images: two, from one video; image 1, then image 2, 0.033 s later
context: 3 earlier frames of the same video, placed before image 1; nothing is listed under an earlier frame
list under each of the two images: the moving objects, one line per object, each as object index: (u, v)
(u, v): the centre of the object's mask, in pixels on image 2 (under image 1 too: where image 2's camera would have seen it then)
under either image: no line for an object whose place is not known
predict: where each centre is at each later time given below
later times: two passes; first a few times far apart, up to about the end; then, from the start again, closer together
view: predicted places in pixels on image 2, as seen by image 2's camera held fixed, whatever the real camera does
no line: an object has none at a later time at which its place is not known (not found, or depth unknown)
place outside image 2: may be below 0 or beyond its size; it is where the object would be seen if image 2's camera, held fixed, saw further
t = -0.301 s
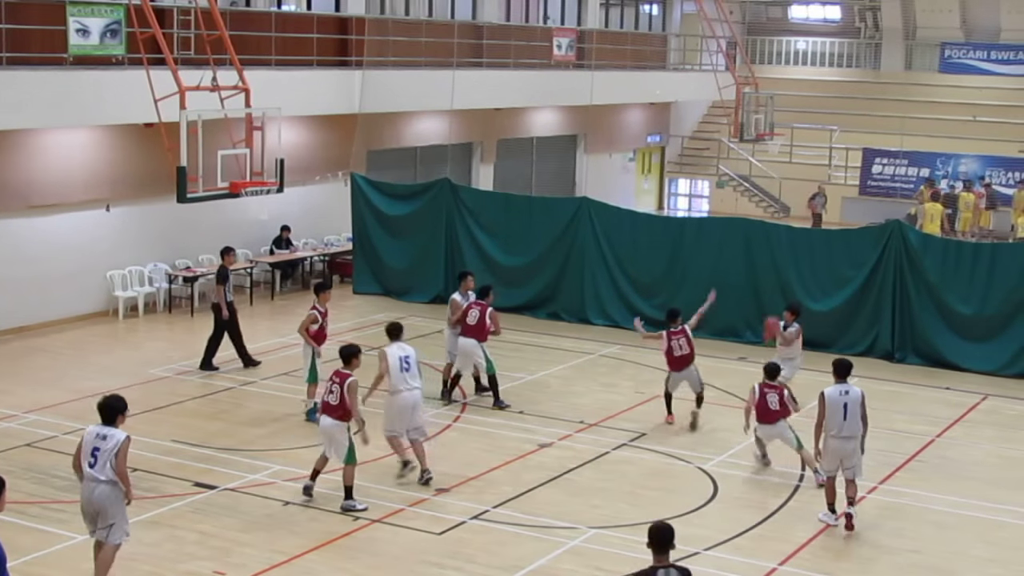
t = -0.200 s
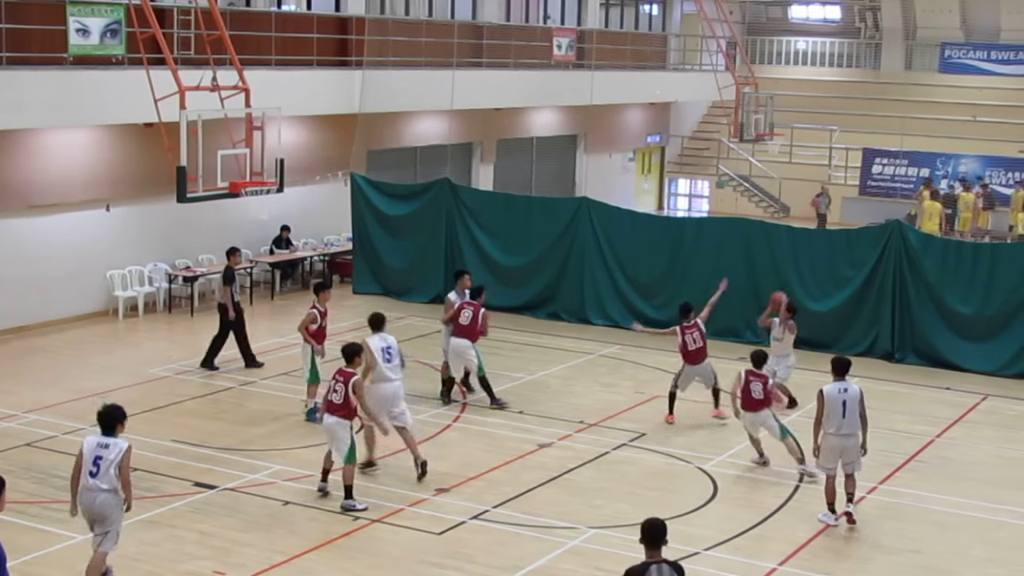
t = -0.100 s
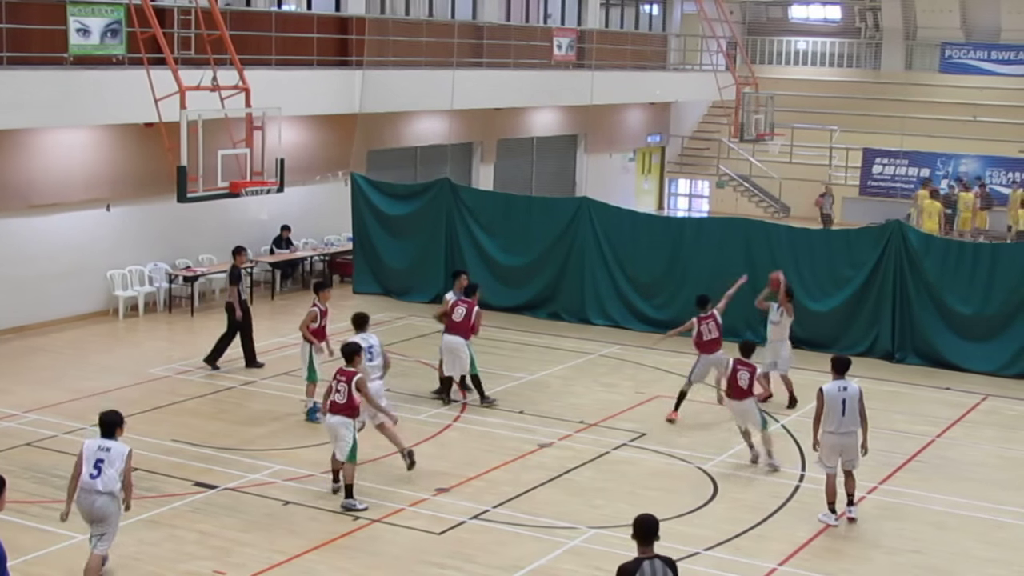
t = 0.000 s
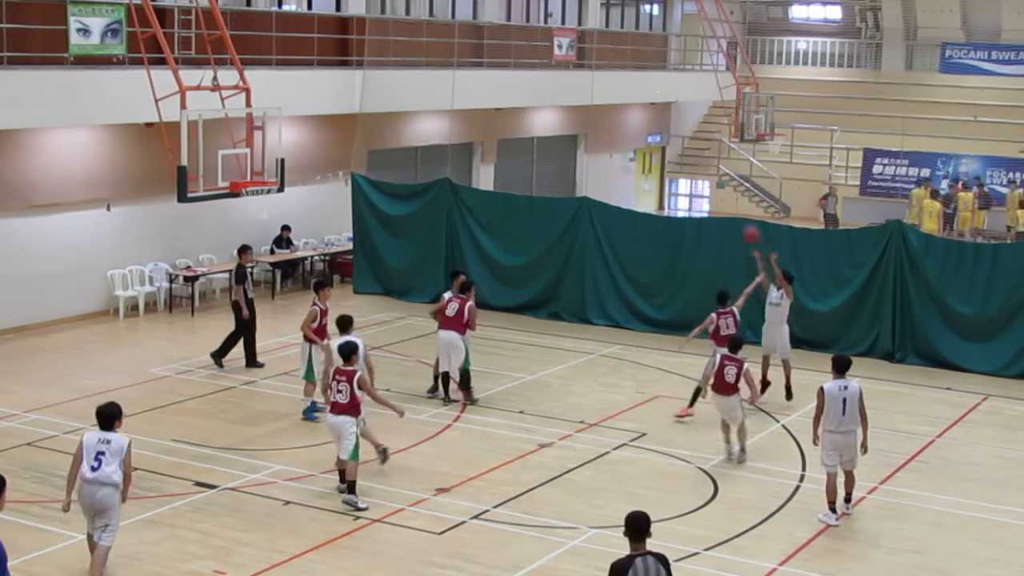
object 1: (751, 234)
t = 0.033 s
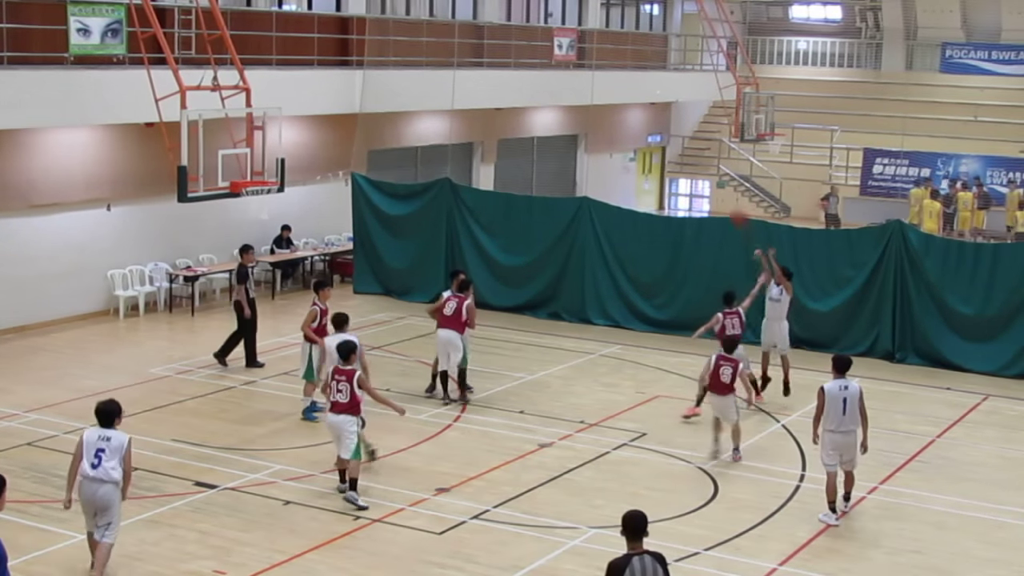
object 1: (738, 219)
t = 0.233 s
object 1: (666, 132)
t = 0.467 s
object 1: (578, 64)
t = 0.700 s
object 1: (488, 36)
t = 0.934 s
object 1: (396, 51)
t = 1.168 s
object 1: (303, 109)
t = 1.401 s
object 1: (259, 176)
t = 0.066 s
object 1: (726, 201)
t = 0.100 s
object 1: (715, 186)
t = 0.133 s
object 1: (702, 172)
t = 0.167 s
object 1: (691, 158)
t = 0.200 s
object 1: (678, 144)
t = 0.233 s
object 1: (666, 132)
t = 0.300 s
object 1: (641, 109)
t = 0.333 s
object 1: (628, 98)
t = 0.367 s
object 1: (616, 88)
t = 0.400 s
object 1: (603, 79)
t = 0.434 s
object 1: (591, 71)
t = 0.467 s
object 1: (578, 64)
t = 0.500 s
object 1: (565, 58)
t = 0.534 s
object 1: (553, 53)
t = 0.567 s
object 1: (541, 47)
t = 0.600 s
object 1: (528, 43)
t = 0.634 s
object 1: (515, 40)
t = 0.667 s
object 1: (502, 37)
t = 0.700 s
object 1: (488, 36)
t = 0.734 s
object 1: (476, 35)
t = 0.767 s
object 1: (464, 35)
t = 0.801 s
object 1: (449, 37)
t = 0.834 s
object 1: (435, 39)
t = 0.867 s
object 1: (422, 42)
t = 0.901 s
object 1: (410, 47)
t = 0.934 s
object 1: (396, 51)
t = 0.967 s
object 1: (383, 57)
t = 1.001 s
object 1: (370, 63)
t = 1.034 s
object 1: (356, 70)
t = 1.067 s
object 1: (343, 79)
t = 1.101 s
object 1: (329, 88)
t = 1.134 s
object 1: (316, 98)
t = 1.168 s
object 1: (303, 109)
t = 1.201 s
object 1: (290, 120)
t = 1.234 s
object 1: (277, 133)
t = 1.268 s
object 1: (264, 147)
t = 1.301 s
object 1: (252, 160)
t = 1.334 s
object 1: (254, 169)
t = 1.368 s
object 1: (257, 176)
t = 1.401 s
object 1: (259, 176)
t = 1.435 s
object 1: (262, 193)
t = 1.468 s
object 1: (265, 198)
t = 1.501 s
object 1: (267, 202)
